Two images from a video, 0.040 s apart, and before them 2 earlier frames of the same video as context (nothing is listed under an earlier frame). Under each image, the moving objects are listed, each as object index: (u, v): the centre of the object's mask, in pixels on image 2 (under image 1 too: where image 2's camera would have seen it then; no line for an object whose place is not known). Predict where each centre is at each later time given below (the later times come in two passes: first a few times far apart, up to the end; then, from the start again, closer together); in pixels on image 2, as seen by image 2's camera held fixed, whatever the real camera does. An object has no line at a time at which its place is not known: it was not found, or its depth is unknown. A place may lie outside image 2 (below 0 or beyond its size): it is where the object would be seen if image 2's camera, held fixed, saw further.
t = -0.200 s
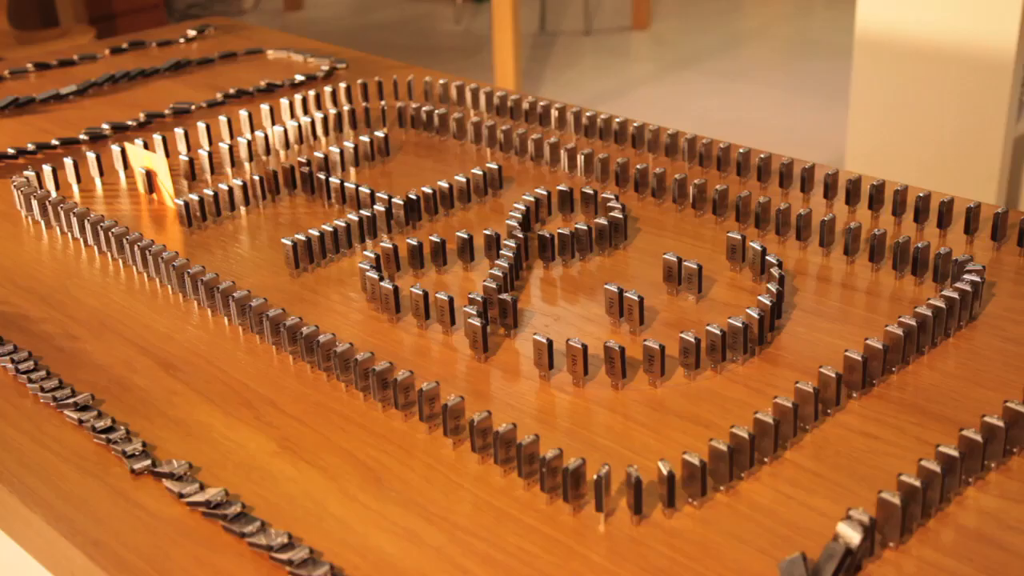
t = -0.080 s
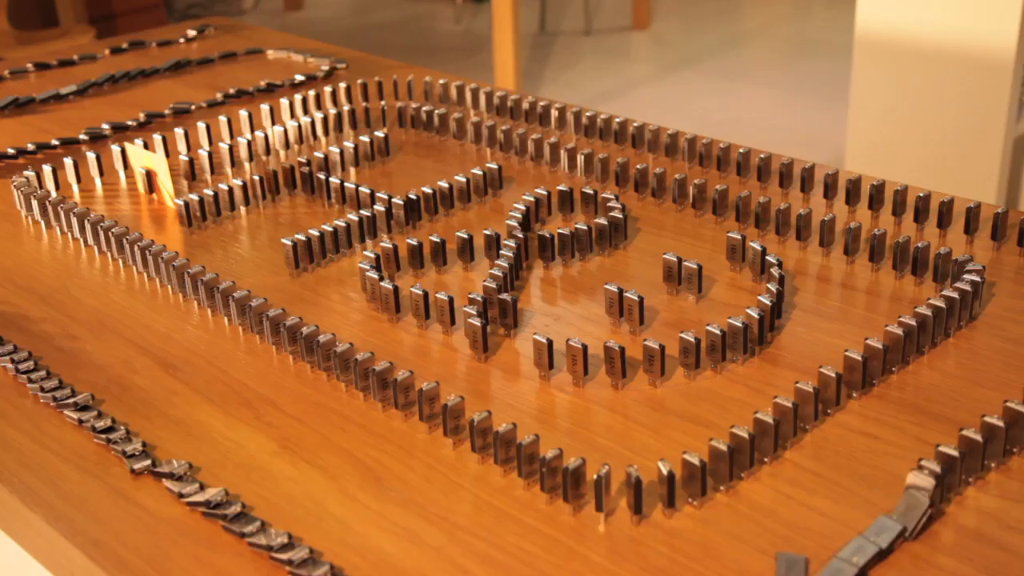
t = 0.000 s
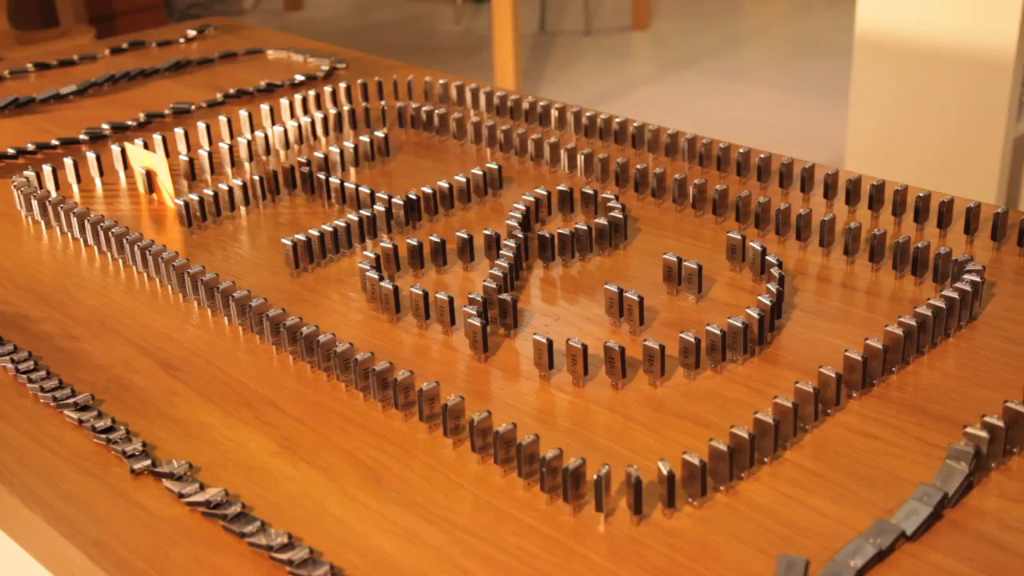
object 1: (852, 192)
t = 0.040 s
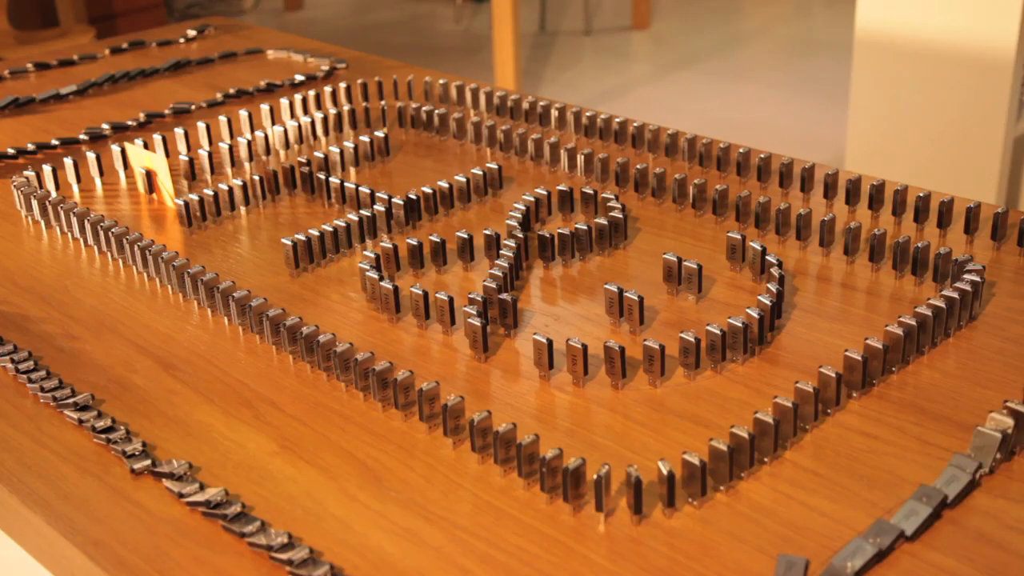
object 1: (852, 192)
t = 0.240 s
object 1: (852, 191)
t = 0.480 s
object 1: (852, 192)
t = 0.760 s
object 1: (852, 192)
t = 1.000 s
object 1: (853, 192)
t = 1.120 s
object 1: (848, 202)
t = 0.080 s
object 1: (852, 192)
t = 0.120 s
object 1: (852, 192)
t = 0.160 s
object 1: (852, 192)
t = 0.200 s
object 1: (852, 192)
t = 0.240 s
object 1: (852, 191)
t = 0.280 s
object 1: (852, 192)
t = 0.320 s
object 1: (852, 192)
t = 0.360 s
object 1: (852, 192)
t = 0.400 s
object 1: (852, 192)
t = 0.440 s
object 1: (852, 192)
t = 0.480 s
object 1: (852, 192)
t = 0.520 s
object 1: (852, 192)
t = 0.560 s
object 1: (852, 192)
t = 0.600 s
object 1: (852, 192)
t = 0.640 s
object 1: (852, 192)
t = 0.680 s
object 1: (852, 192)
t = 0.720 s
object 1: (852, 192)
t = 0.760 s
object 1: (852, 192)
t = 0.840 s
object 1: (853, 192)
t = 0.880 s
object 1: (853, 192)
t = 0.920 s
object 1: (853, 192)
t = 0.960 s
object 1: (852, 192)
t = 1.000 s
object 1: (853, 192)
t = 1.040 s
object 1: (853, 192)
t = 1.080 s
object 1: (851, 191)
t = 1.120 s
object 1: (848, 202)
